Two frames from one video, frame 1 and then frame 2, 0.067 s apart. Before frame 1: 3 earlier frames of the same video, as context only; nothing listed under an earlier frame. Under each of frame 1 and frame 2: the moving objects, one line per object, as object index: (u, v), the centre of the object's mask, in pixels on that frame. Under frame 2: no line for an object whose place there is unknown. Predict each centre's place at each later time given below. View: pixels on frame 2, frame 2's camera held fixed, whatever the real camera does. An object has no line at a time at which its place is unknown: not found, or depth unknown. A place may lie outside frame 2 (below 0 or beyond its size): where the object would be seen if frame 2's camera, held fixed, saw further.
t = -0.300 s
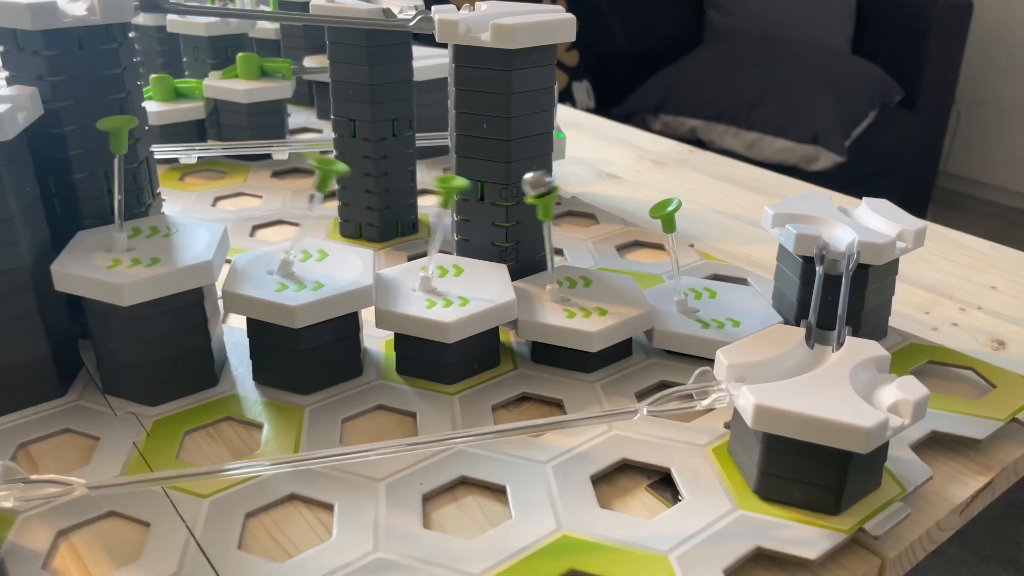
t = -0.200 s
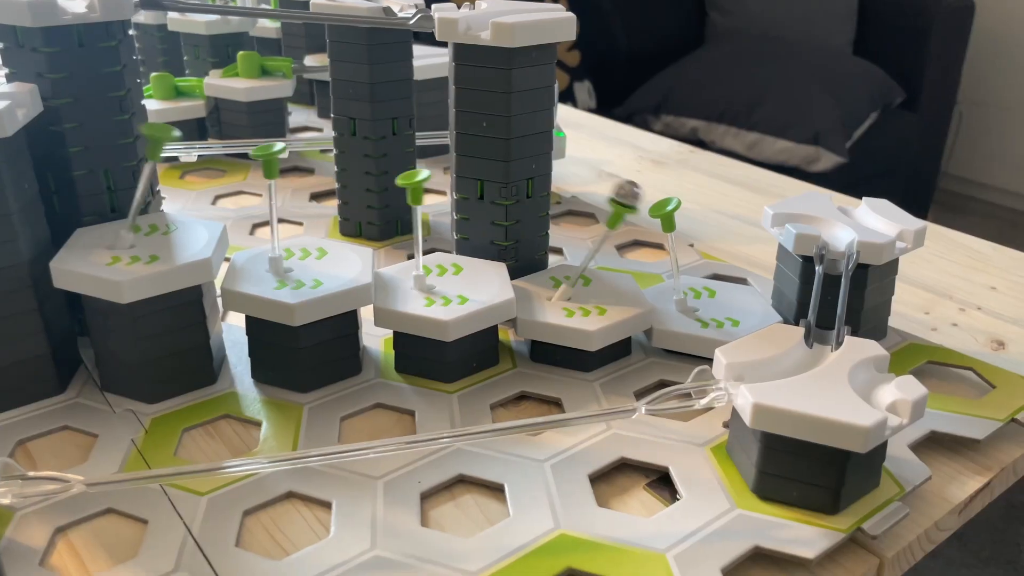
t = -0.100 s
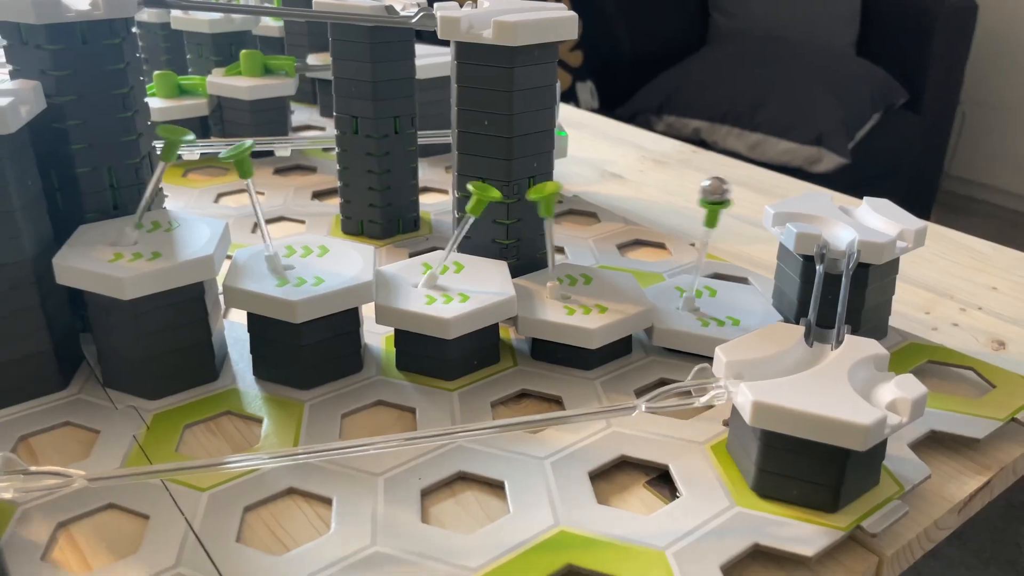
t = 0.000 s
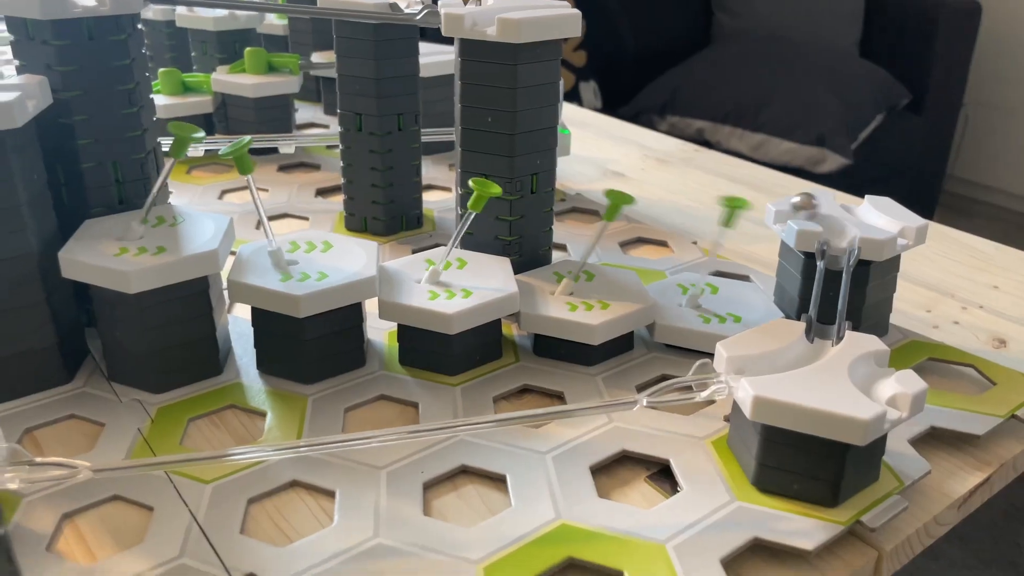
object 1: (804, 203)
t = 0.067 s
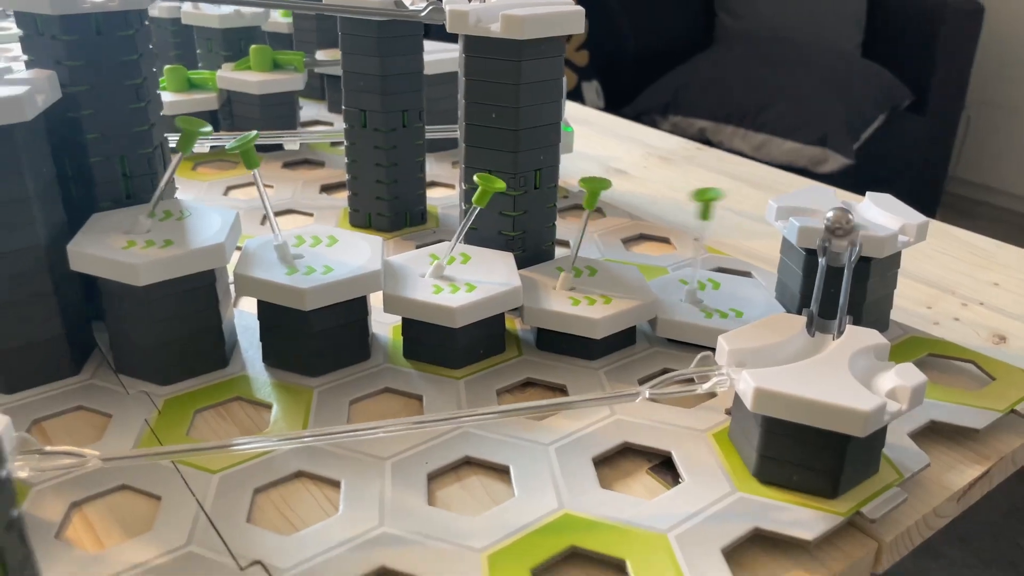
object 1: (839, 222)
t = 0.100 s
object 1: (842, 229)
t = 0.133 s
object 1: (840, 237)
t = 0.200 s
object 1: (835, 260)
